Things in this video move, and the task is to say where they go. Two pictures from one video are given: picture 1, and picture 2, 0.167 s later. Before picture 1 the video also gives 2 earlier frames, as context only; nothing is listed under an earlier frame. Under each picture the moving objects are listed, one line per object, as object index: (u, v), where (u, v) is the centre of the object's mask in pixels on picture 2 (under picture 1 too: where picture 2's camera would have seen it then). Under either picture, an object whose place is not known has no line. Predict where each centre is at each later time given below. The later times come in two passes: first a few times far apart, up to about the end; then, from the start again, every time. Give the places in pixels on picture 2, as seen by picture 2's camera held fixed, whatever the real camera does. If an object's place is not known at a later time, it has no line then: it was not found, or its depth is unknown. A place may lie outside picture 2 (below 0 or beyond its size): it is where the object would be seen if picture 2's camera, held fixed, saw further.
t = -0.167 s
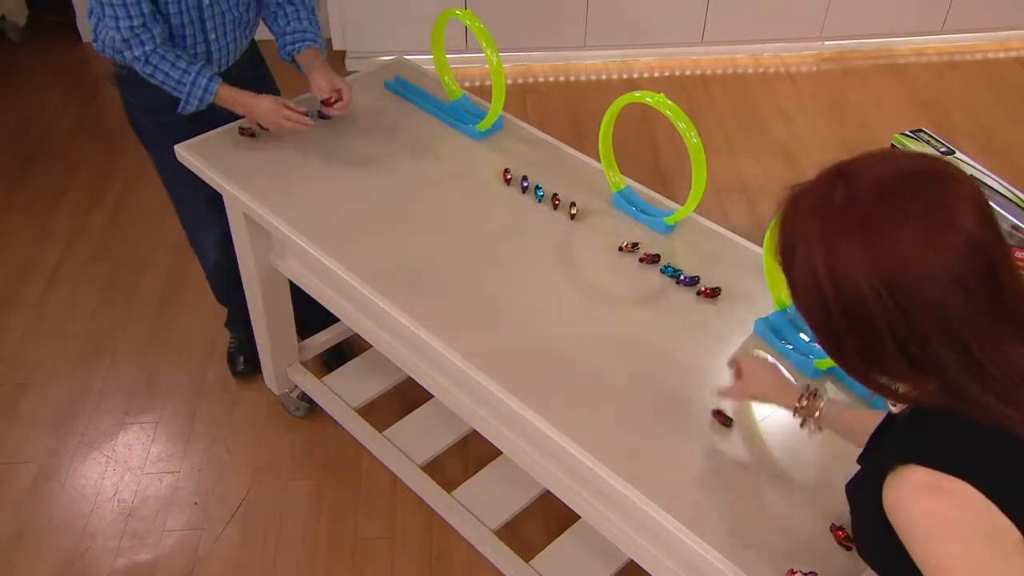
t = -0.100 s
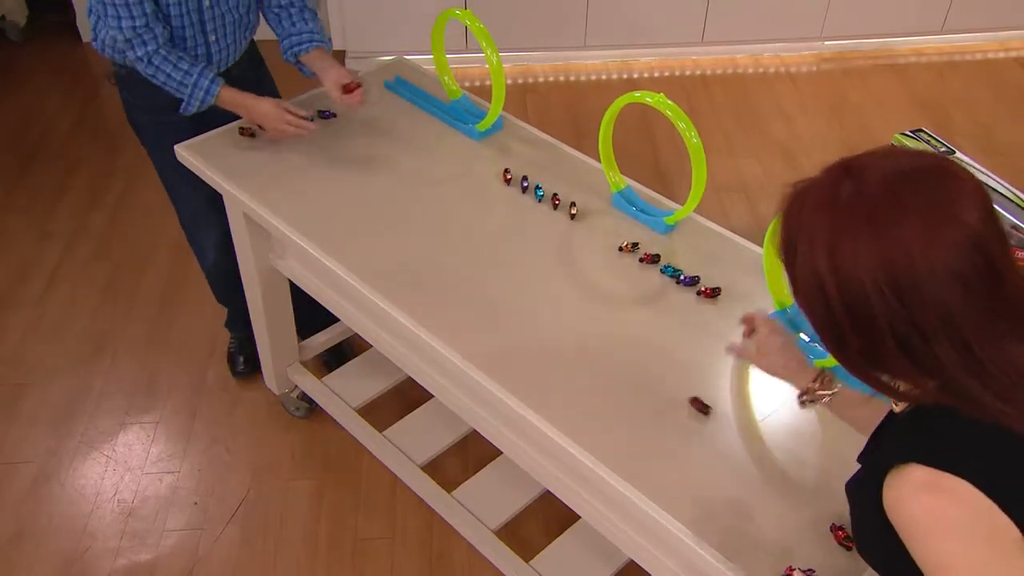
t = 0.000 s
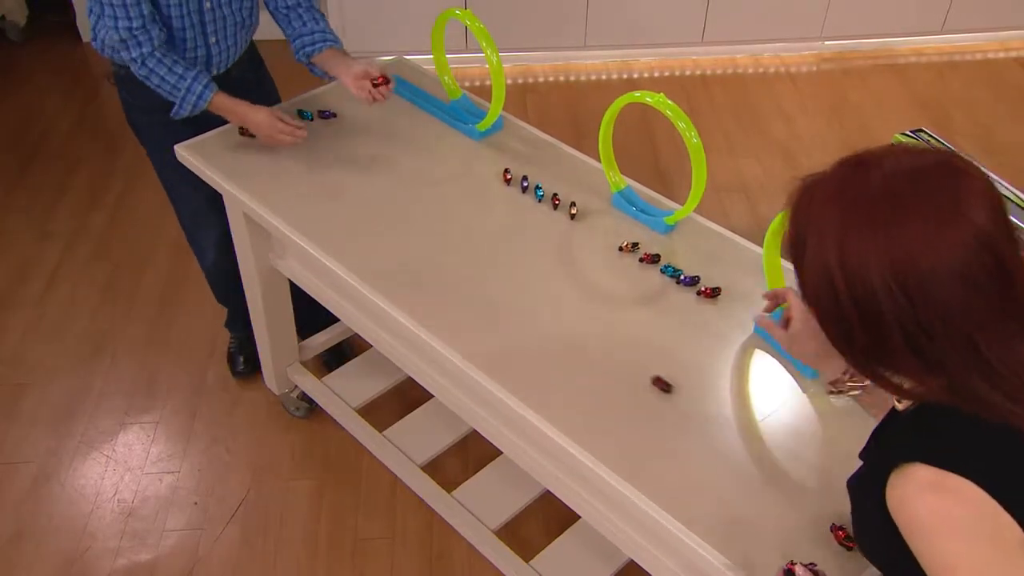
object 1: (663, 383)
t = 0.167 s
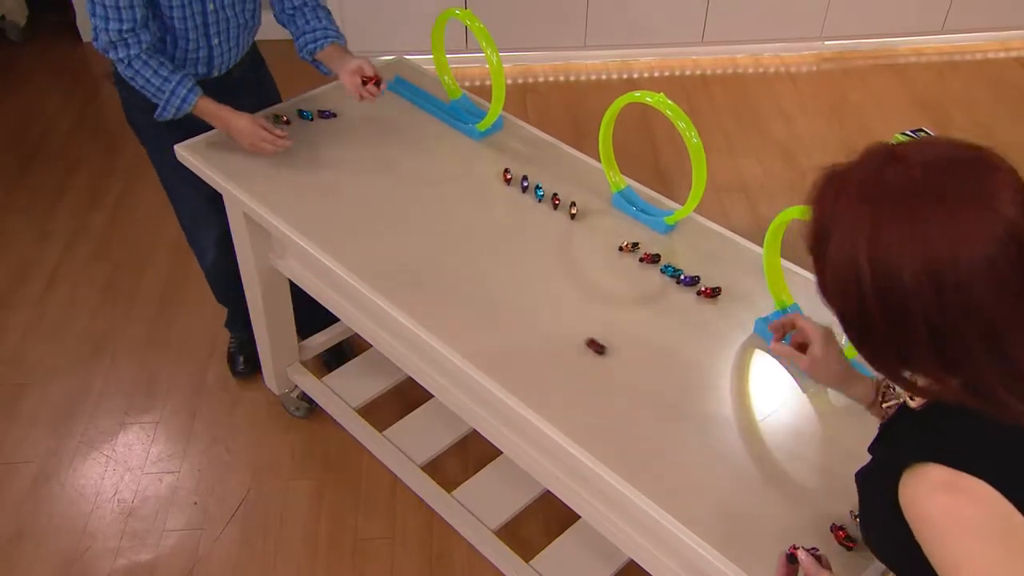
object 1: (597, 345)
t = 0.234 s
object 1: (571, 331)
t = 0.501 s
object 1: (480, 275)
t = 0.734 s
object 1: (412, 230)
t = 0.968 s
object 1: (358, 193)
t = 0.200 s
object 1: (584, 338)
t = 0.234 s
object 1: (571, 331)
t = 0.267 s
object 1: (560, 324)
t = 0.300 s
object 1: (548, 316)
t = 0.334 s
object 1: (536, 309)
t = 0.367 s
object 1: (524, 302)
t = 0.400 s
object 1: (513, 295)
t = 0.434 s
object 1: (502, 288)
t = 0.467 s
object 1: (491, 281)
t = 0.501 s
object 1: (480, 275)
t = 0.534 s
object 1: (469, 268)
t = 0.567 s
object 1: (459, 261)
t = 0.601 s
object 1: (449, 255)
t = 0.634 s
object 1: (439, 249)
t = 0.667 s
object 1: (430, 242)
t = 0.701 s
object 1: (421, 237)
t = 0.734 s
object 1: (412, 230)
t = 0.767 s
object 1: (404, 225)
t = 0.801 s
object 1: (396, 219)
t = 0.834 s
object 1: (388, 214)
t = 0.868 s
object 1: (381, 209)
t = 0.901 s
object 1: (373, 203)
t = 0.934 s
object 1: (366, 198)
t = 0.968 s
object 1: (358, 193)
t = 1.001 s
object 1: (352, 189)
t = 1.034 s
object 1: (345, 184)
